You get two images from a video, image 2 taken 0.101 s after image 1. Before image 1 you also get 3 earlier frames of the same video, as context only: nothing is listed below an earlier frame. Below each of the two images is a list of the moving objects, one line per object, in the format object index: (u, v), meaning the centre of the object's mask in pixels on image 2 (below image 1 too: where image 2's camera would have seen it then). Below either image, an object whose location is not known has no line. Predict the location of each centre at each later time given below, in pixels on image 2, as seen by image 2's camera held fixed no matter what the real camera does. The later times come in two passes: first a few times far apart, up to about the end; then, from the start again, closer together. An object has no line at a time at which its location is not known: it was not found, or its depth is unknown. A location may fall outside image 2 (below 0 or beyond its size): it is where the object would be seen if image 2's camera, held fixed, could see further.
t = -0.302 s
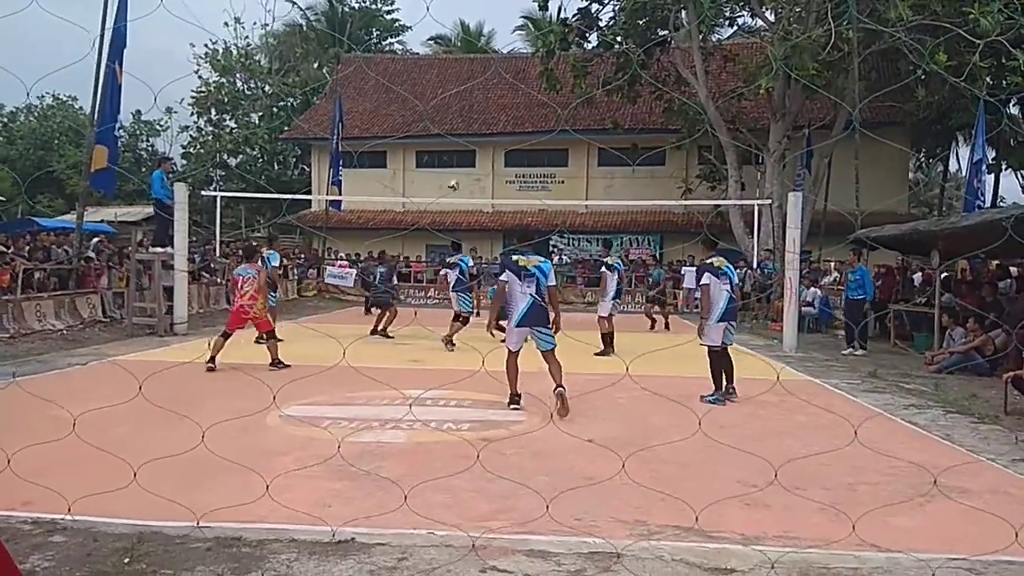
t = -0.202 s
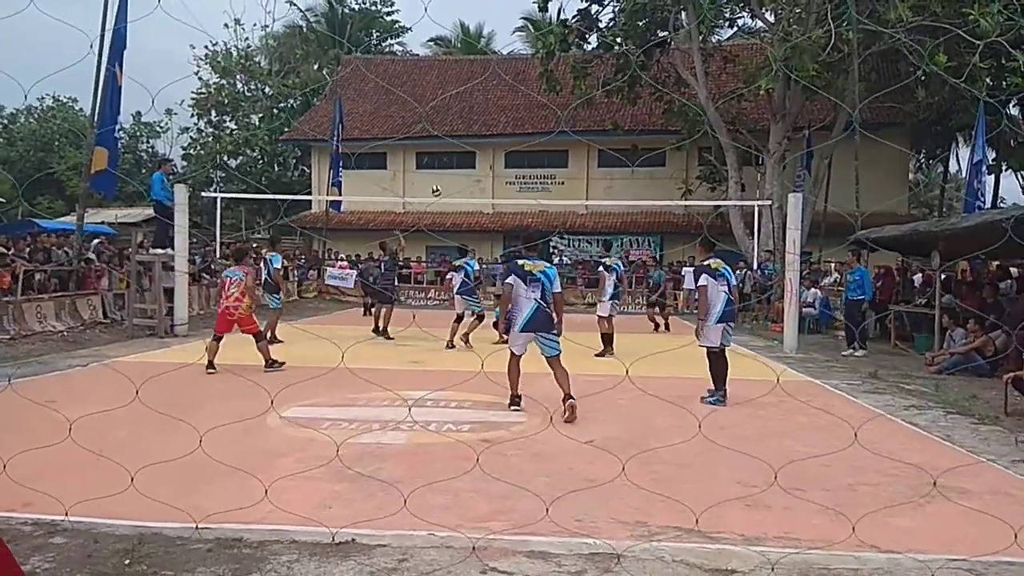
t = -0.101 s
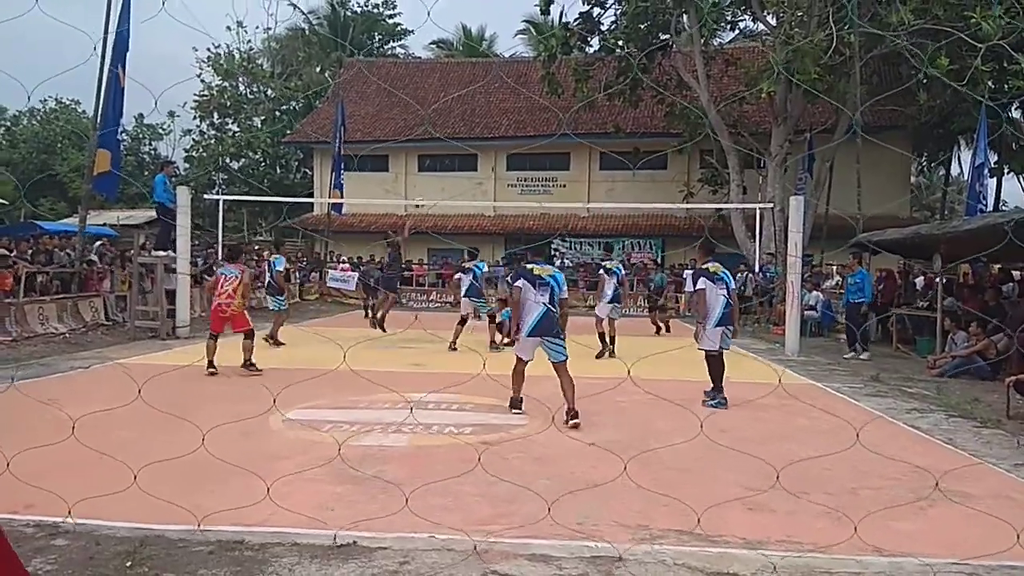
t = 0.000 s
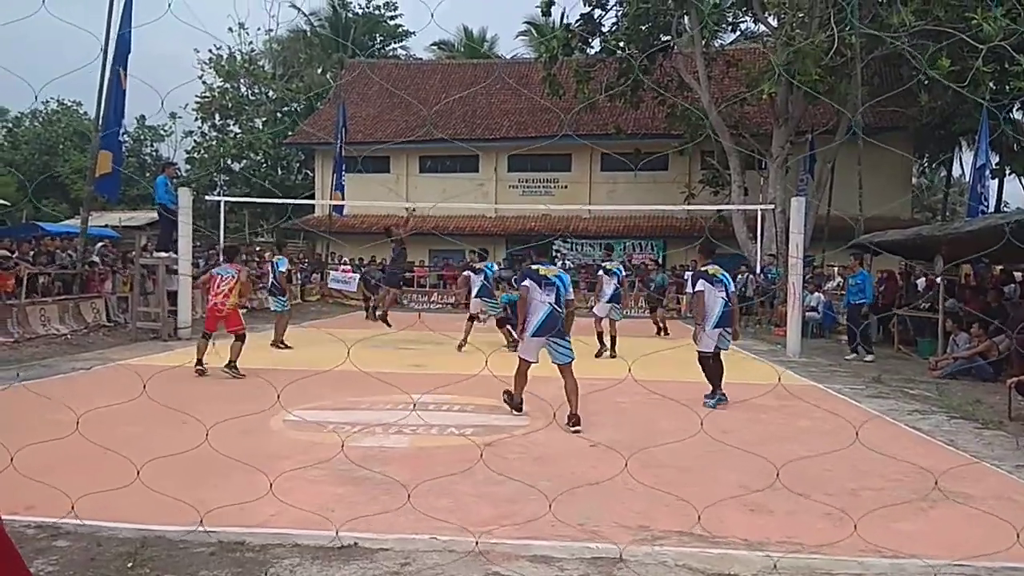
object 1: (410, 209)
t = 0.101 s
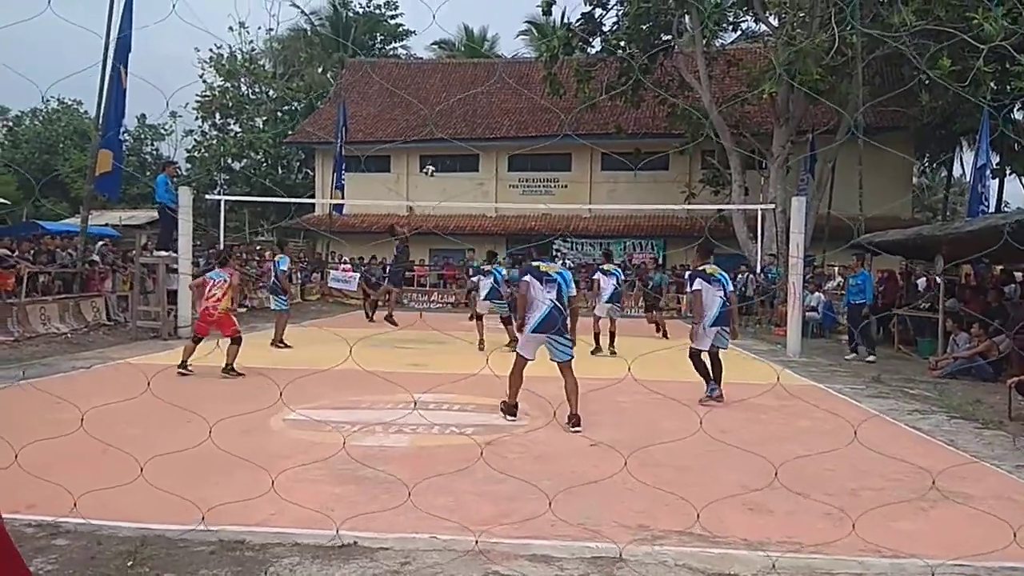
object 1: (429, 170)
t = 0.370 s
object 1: (481, 100)
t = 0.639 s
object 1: (530, 73)
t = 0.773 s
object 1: (554, 74)
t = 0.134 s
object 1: (435, 161)
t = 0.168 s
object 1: (442, 150)
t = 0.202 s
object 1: (448, 140)
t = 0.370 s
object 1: (481, 100)
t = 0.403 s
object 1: (487, 94)
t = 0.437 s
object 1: (494, 89)
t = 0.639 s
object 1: (530, 73)
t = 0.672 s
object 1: (536, 72)
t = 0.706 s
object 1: (542, 71)
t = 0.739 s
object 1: (548, 73)
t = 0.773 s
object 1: (554, 74)
